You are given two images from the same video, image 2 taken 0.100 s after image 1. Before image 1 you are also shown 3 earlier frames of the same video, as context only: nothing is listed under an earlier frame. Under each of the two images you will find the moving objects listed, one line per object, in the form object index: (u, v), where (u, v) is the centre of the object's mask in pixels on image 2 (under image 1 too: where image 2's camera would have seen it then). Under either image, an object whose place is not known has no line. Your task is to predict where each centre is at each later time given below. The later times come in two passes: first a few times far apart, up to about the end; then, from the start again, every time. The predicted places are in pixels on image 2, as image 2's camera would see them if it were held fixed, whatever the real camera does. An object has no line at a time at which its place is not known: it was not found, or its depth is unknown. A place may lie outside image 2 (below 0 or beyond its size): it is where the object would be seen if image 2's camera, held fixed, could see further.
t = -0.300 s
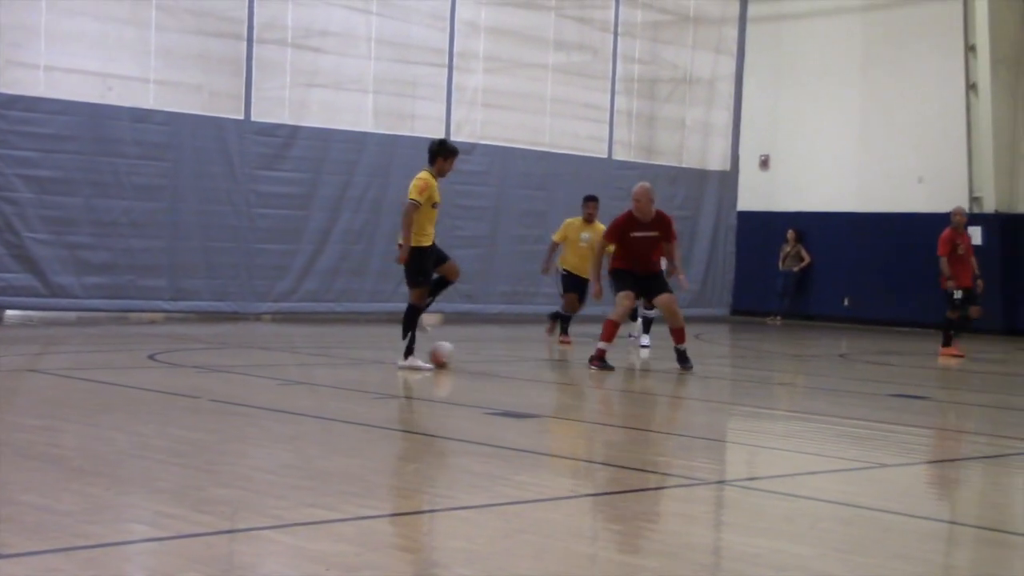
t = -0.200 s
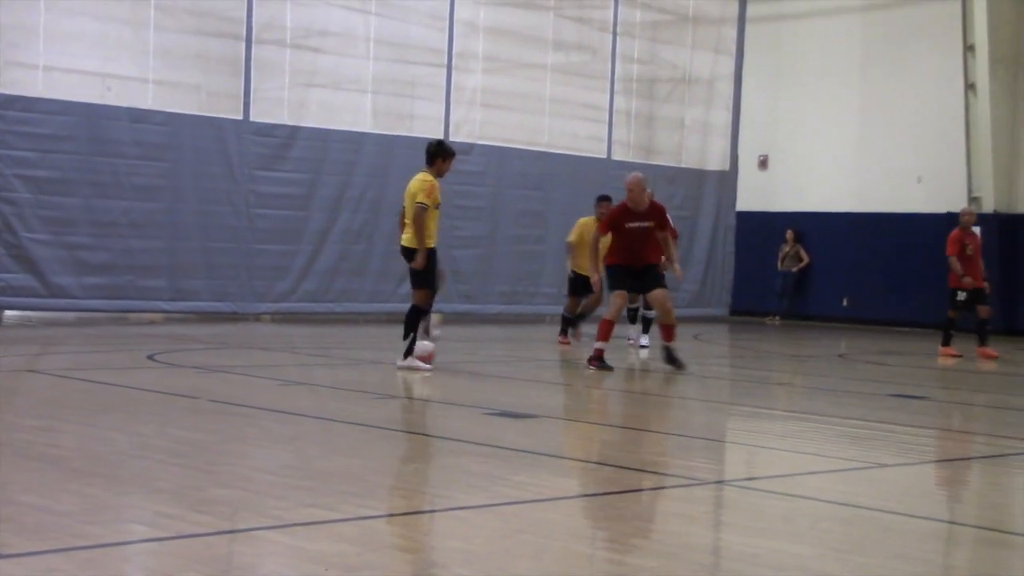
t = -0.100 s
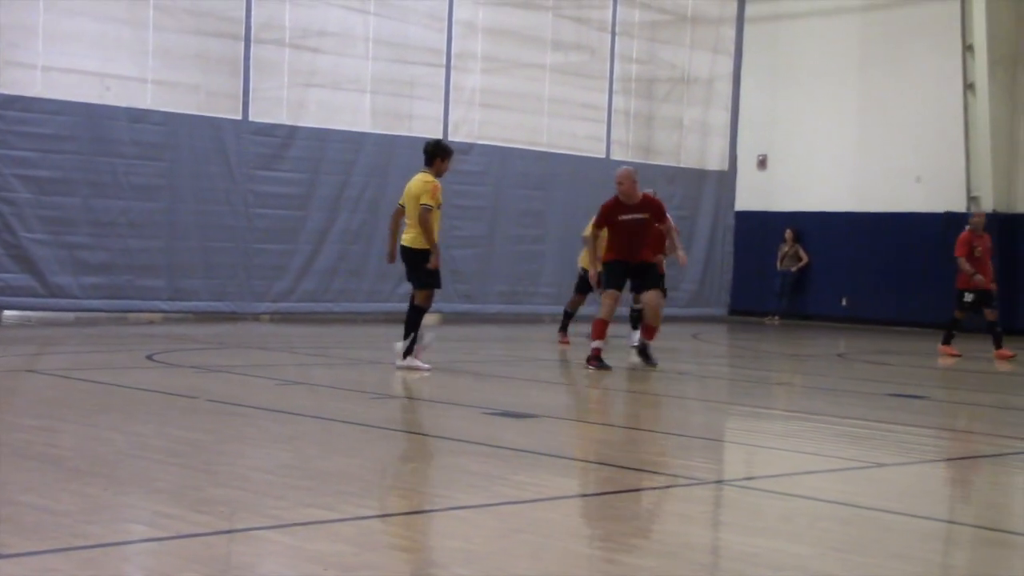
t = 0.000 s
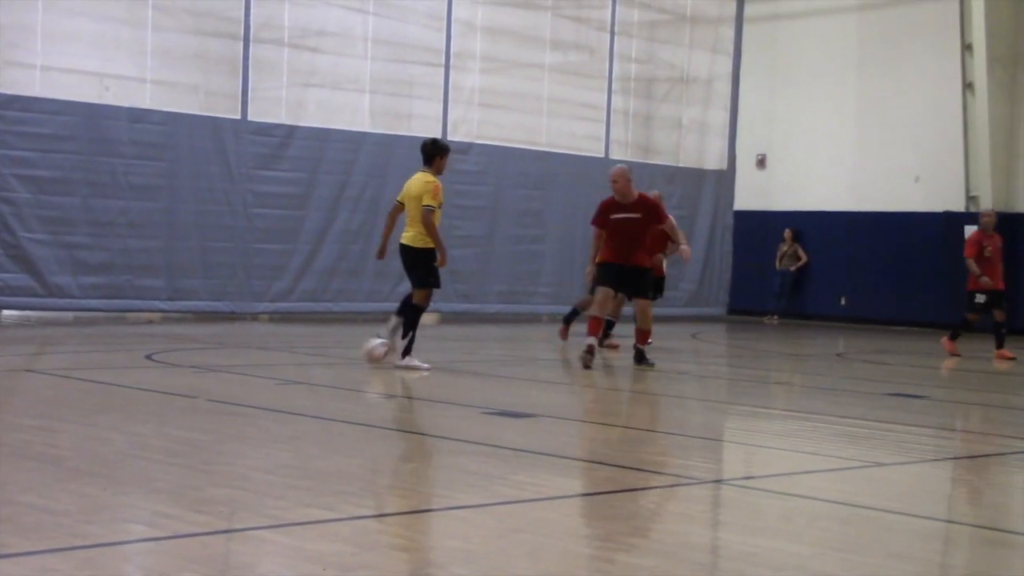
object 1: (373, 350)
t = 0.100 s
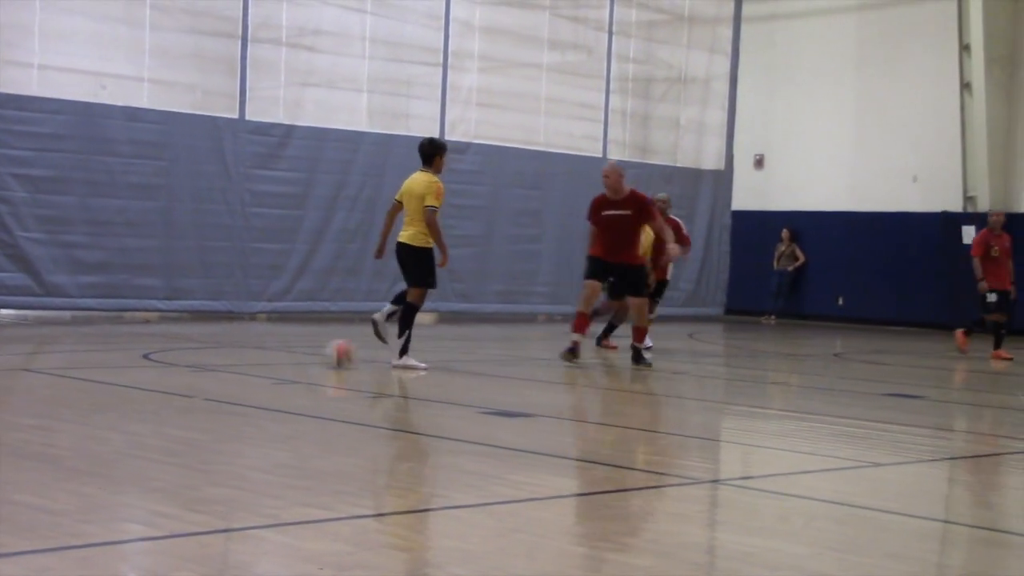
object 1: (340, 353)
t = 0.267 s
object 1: (288, 355)
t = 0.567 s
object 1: (191, 358)
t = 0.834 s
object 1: (98, 363)
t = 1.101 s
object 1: (-5, 367)
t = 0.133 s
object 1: (329, 354)
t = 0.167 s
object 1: (318, 354)
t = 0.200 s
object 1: (309, 355)
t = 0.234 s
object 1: (299, 356)
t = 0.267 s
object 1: (288, 355)
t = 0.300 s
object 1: (276, 356)
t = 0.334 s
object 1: (266, 356)
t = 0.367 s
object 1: (256, 357)
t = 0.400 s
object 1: (245, 357)
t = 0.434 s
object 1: (234, 357)
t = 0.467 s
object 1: (224, 357)
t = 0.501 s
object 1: (214, 358)
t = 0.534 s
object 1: (202, 359)
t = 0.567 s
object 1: (191, 358)
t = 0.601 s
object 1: (179, 359)
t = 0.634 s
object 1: (168, 359)
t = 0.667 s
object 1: (157, 360)
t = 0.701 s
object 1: (146, 360)
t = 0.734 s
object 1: (134, 360)
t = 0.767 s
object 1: (121, 361)
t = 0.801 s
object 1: (109, 362)
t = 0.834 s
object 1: (98, 363)
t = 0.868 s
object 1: (85, 362)
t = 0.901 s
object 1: (72, 364)
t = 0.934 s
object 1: (61, 364)
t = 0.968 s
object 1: (49, 364)
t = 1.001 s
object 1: (35, 365)
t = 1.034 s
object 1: (22, 366)
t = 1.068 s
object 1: (9, 366)
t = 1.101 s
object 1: (-5, 367)
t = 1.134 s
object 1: (-16, 368)
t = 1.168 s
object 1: (-30, 369)
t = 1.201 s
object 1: (-44, 369)
